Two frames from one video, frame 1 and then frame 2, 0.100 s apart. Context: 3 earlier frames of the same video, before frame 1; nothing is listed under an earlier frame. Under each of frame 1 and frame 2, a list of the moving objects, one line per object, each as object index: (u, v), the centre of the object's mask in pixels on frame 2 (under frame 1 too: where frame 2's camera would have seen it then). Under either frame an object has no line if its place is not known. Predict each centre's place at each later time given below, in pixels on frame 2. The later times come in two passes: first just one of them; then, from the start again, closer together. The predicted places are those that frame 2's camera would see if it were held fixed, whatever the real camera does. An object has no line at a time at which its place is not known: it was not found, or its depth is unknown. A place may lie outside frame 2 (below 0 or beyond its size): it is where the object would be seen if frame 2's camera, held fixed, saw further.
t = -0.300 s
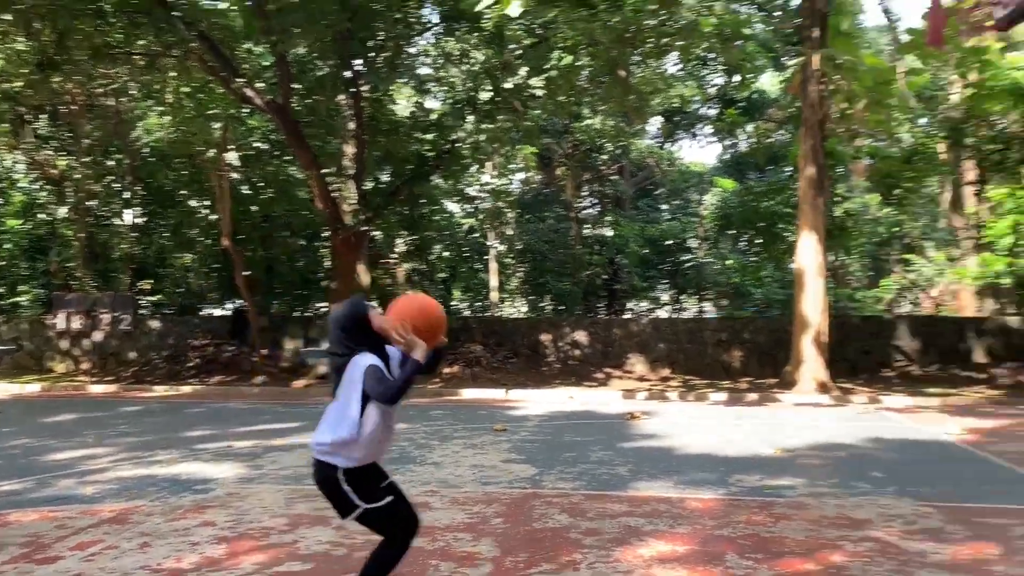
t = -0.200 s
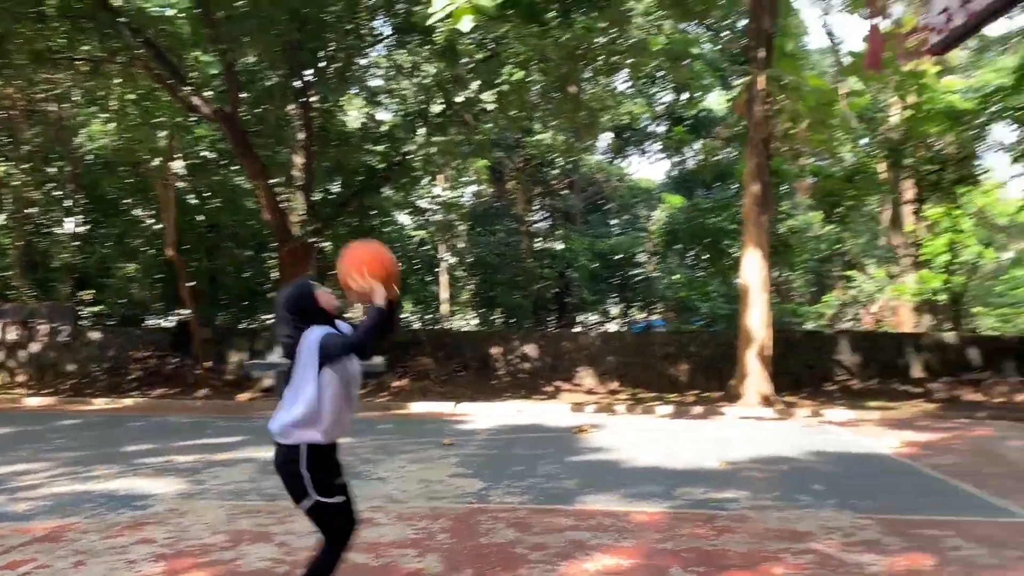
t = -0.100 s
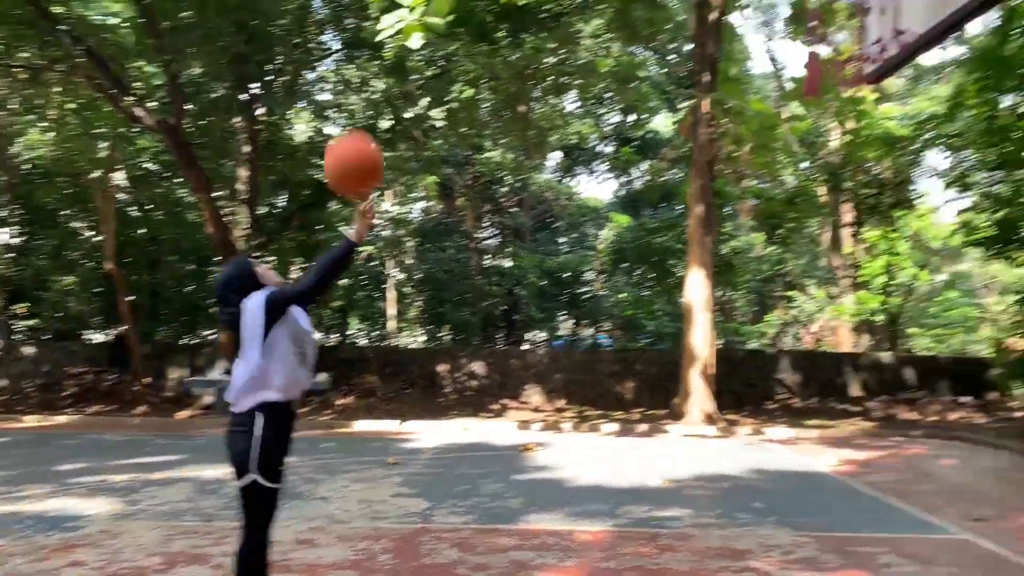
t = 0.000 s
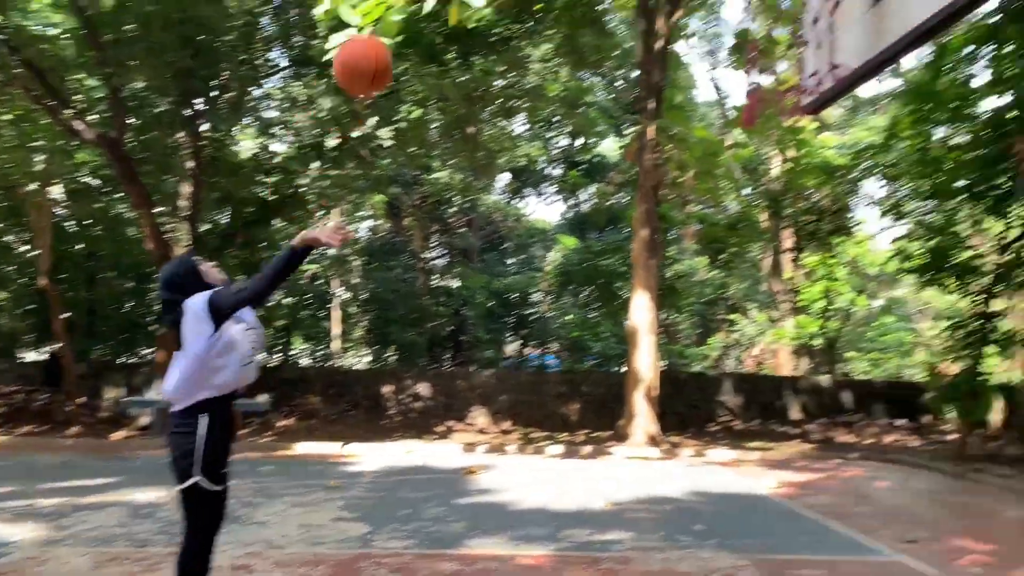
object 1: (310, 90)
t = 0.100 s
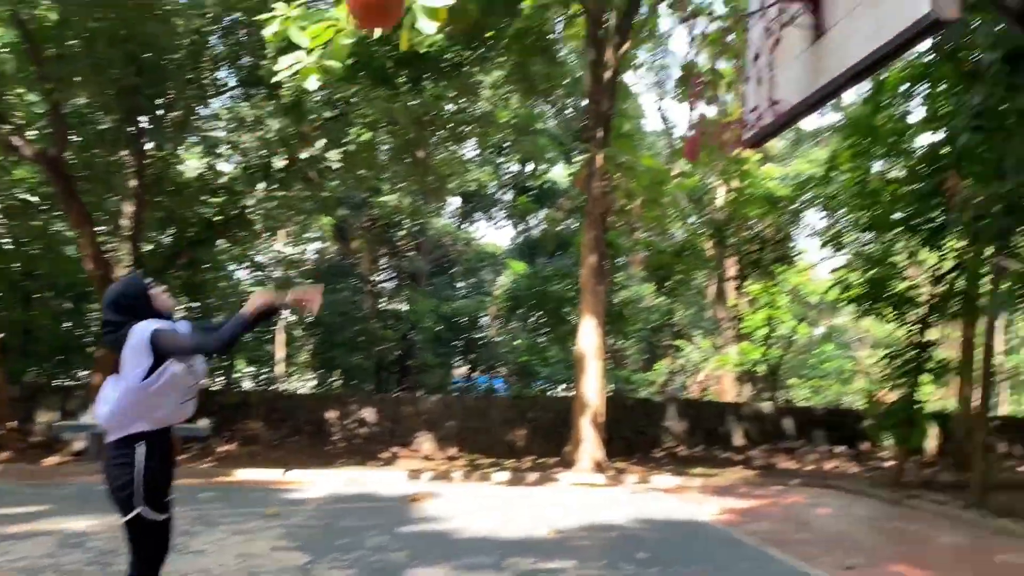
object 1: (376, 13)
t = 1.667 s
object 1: (536, 377)
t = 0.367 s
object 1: (530, -80)
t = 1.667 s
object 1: (536, 377)
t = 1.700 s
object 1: (526, 346)
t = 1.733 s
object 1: (516, 318)
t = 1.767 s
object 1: (505, 292)
